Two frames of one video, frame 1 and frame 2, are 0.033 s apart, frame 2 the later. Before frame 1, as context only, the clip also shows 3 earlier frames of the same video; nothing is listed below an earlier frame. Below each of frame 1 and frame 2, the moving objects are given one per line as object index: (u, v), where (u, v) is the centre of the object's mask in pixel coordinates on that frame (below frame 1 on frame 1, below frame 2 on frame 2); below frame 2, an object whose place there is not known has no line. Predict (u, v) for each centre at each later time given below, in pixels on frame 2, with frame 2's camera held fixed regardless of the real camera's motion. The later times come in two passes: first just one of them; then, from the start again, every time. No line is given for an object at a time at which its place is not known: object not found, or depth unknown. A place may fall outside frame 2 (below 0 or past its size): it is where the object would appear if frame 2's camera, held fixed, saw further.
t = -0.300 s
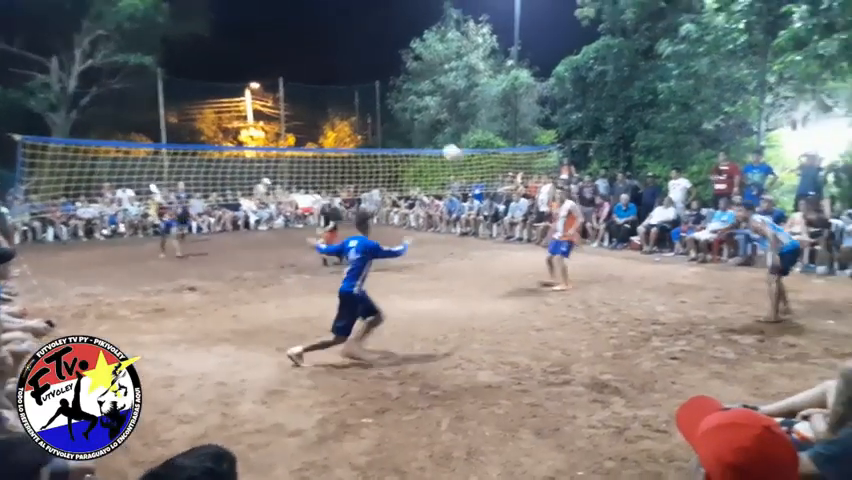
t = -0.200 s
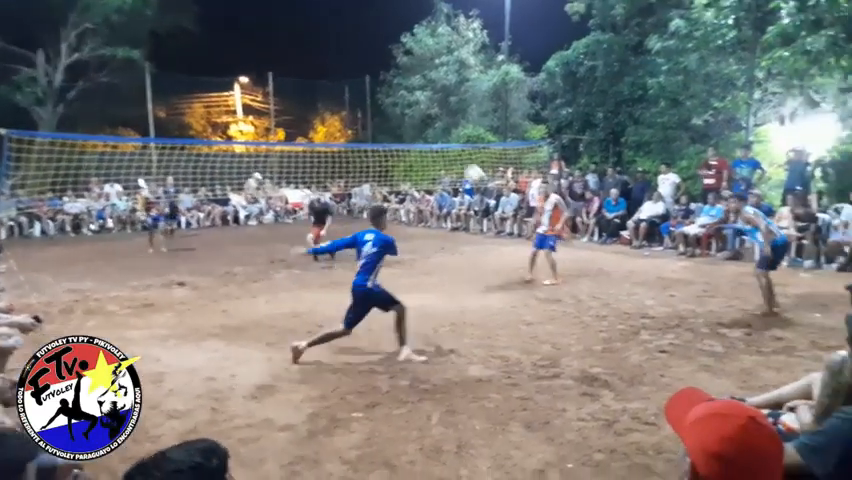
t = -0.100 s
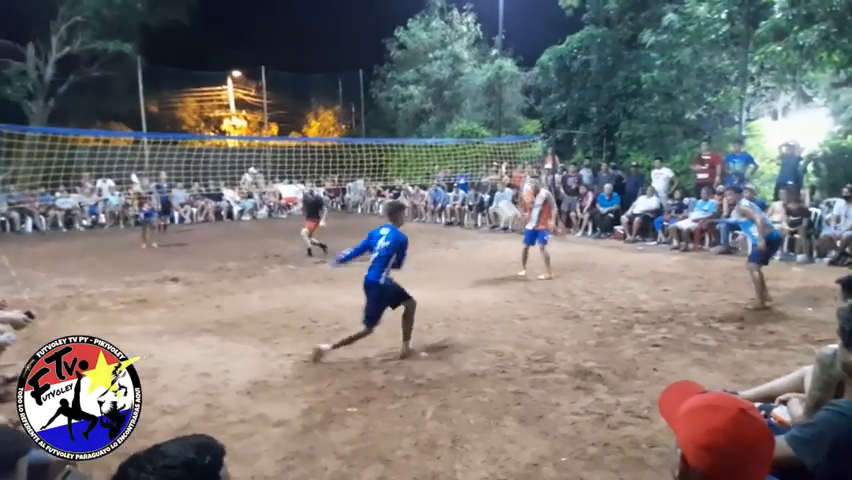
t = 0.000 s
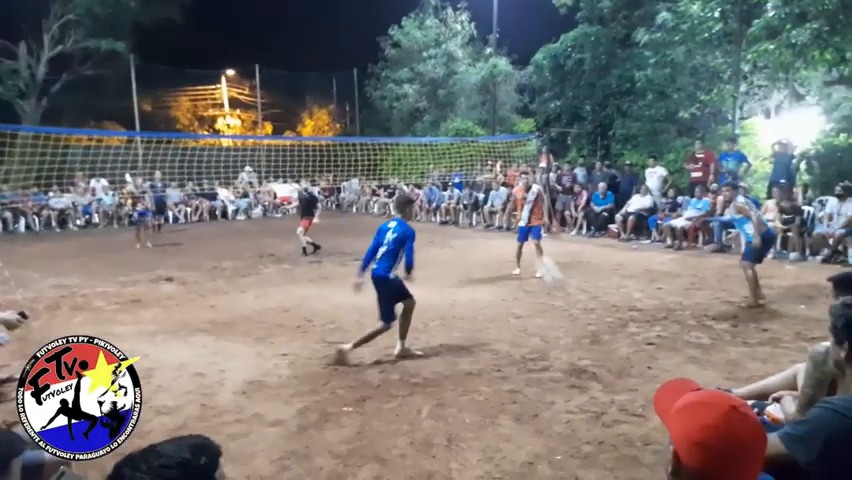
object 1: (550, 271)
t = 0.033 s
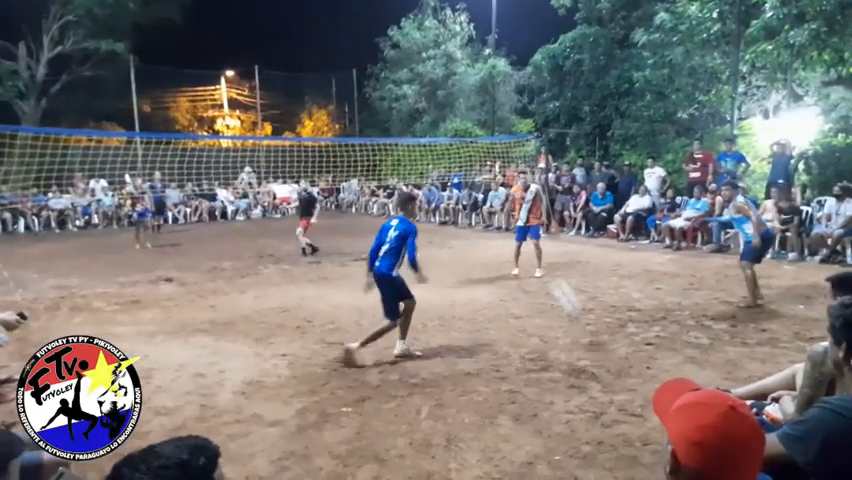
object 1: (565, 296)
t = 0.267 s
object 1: (680, 279)
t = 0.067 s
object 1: (586, 327)
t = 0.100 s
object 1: (606, 350)
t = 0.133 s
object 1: (619, 334)
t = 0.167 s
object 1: (632, 320)
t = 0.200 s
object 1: (646, 304)
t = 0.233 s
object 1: (662, 291)
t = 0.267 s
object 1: (680, 279)
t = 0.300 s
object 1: (694, 268)
